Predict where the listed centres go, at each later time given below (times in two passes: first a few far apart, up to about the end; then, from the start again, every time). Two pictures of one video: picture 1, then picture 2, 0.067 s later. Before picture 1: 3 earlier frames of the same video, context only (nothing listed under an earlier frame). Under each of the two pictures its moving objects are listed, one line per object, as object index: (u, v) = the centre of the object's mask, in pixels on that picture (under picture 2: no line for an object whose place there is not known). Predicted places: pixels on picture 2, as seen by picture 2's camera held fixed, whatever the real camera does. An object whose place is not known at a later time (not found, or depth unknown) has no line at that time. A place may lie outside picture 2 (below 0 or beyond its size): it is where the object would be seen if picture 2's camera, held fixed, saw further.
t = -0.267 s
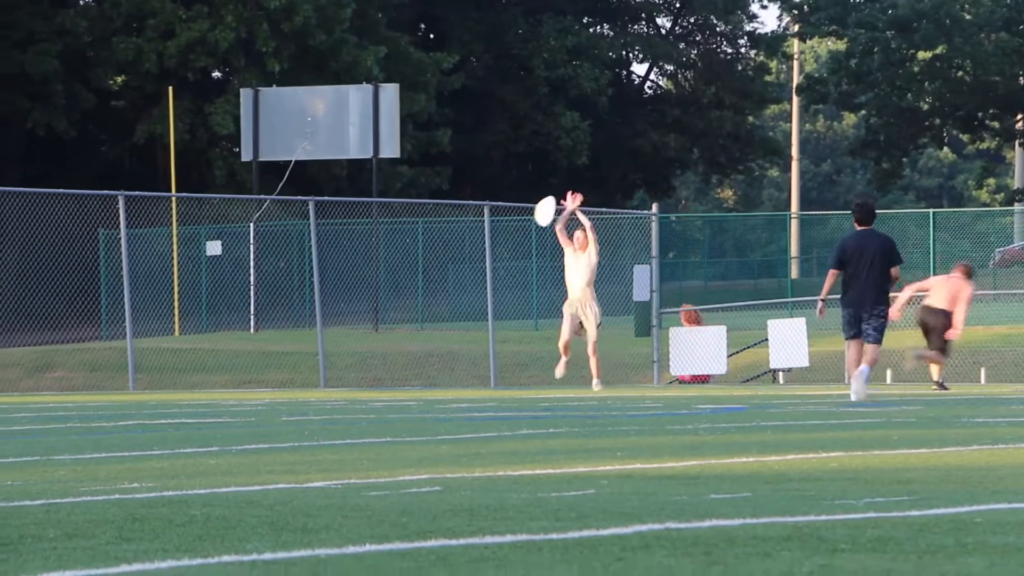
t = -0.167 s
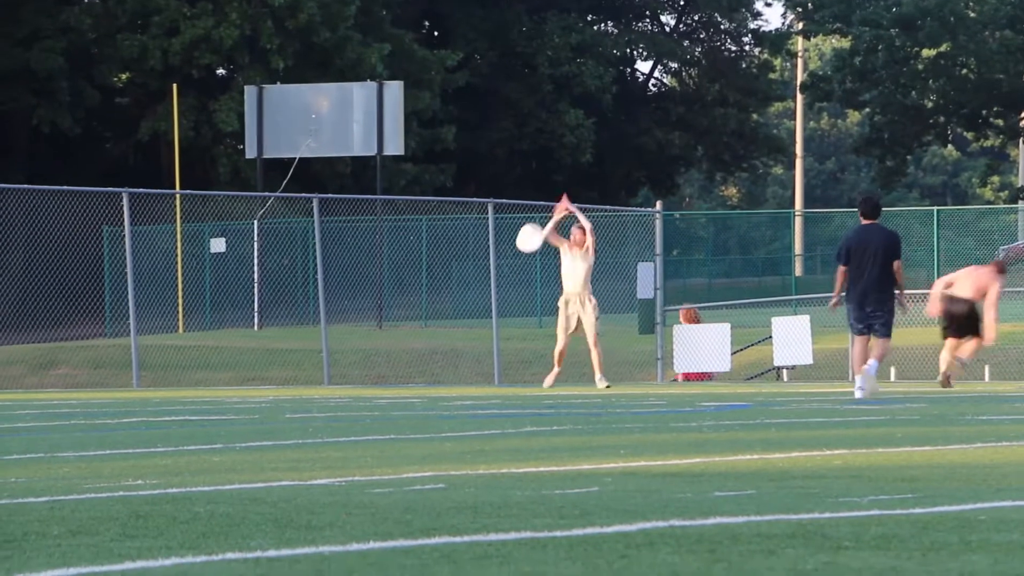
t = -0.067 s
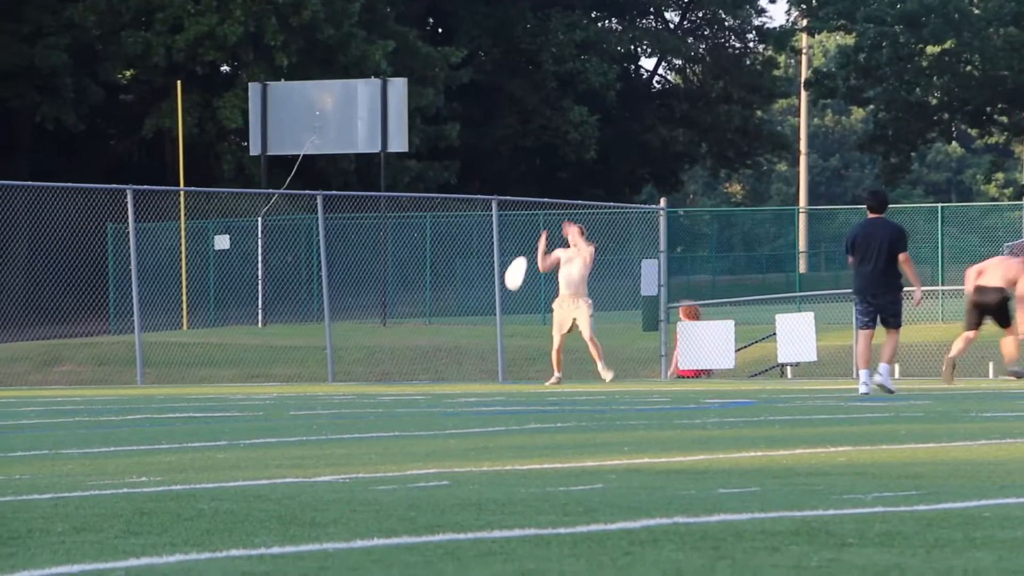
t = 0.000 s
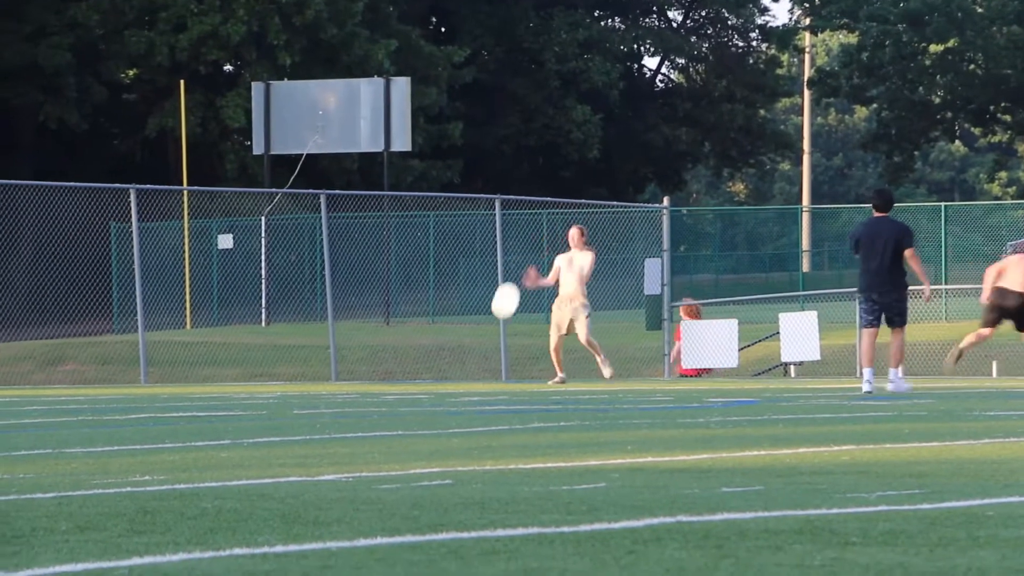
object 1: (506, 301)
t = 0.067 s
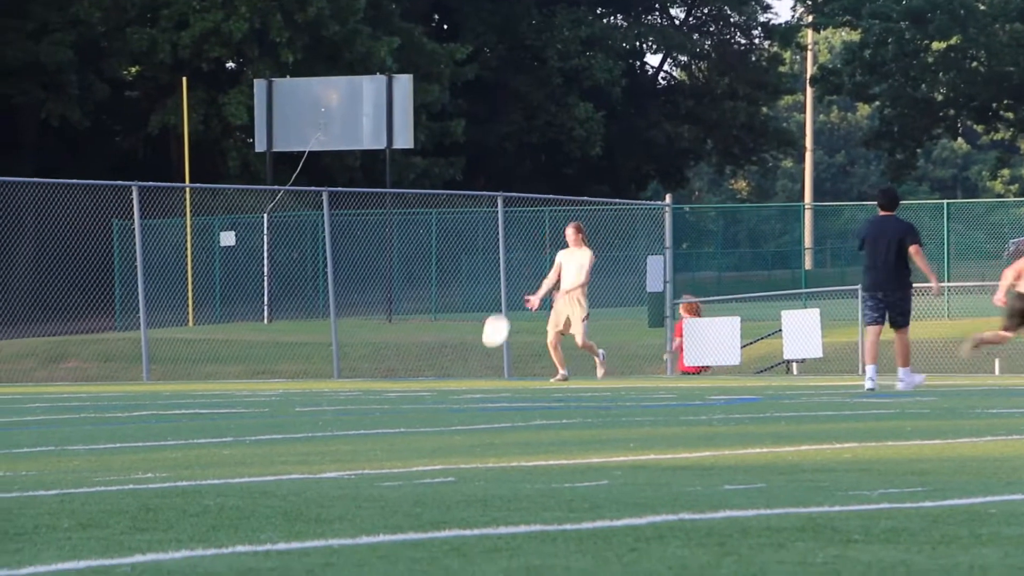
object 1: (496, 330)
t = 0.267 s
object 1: (463, 363)
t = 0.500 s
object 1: (439, 368)
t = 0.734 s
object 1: (428, 374)
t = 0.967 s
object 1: (433, 370)
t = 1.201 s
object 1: (435, 370)
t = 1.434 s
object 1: (433, 373)
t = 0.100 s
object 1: (489, 349)
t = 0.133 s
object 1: (484, 365)
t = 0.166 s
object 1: (478, 371)
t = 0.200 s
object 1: (473, 368)
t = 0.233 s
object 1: (468, 364)
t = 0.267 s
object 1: (463, 363)
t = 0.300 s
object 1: (459, 363)
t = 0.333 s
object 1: (455, 364)
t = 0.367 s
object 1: (450, 367)
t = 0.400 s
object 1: (446, 370)
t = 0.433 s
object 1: (444, 370)
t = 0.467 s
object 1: (441, 368)
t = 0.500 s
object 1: (439, 368)
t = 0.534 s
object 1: (437, 369)
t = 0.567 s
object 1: (435, 370)
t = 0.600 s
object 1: (433, 372)
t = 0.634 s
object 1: (431, 374)
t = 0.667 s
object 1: (429, 376)
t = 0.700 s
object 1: (428, 375)
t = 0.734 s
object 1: (428, 374)
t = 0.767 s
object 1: (428, 372)
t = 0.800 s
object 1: (429, 371)
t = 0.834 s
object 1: (430, 370)
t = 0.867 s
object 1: (430, 370)
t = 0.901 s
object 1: (431, 370)
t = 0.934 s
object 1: (432, 370)
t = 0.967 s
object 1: (433, 370)
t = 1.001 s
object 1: (433, 371)
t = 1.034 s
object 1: (434, 371)
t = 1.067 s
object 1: (434, 370)
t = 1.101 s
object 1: (435, 370)
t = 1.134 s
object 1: (435, 370)
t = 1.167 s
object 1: (435, 370)
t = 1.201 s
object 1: (435, 370)
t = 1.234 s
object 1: (433, 369)
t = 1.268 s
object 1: (433, 370)
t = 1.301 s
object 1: (433, 370)
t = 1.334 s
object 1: (433, 371)
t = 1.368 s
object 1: (433, 371)
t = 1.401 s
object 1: (433, 372)
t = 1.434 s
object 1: (433, 373)
